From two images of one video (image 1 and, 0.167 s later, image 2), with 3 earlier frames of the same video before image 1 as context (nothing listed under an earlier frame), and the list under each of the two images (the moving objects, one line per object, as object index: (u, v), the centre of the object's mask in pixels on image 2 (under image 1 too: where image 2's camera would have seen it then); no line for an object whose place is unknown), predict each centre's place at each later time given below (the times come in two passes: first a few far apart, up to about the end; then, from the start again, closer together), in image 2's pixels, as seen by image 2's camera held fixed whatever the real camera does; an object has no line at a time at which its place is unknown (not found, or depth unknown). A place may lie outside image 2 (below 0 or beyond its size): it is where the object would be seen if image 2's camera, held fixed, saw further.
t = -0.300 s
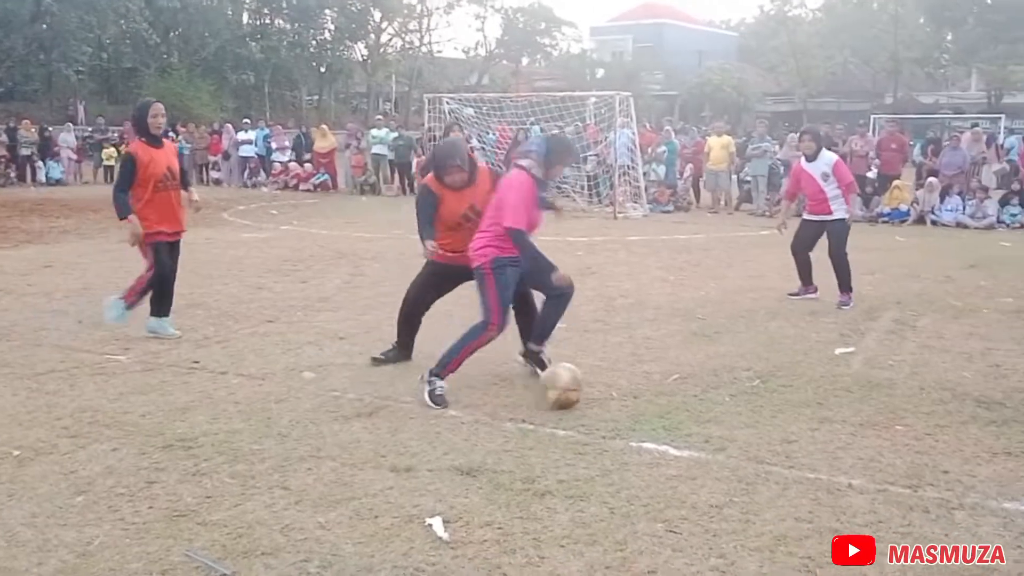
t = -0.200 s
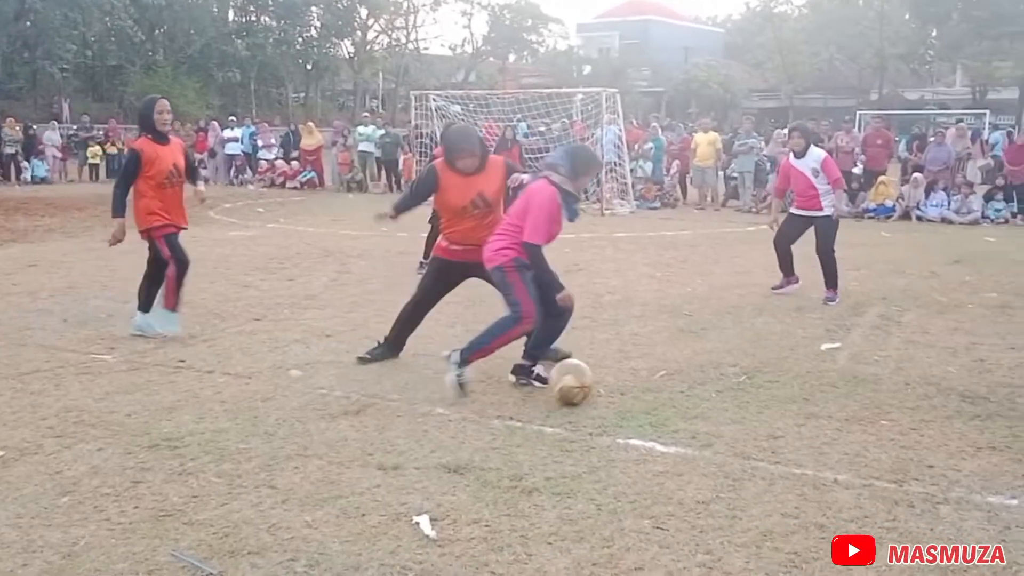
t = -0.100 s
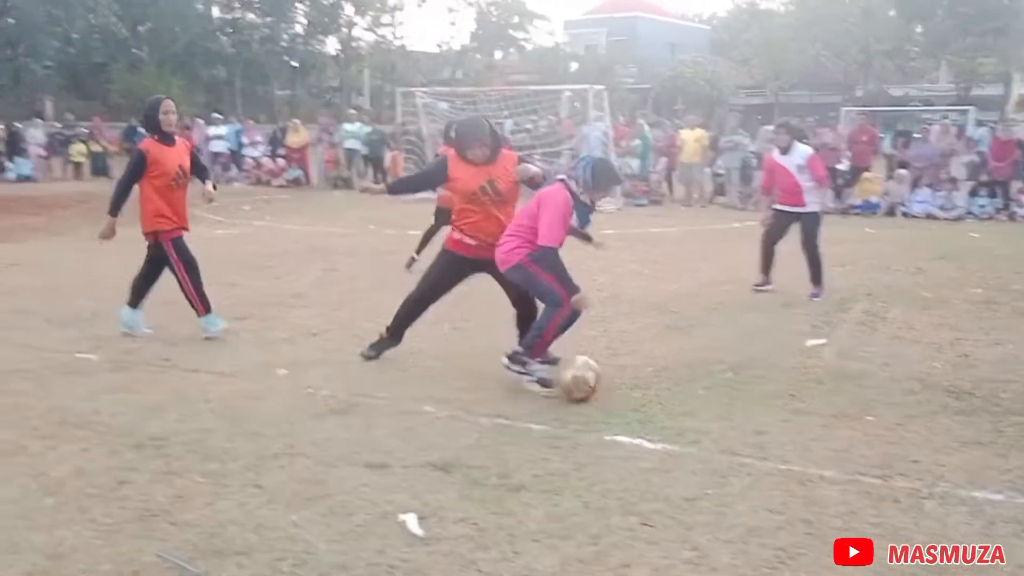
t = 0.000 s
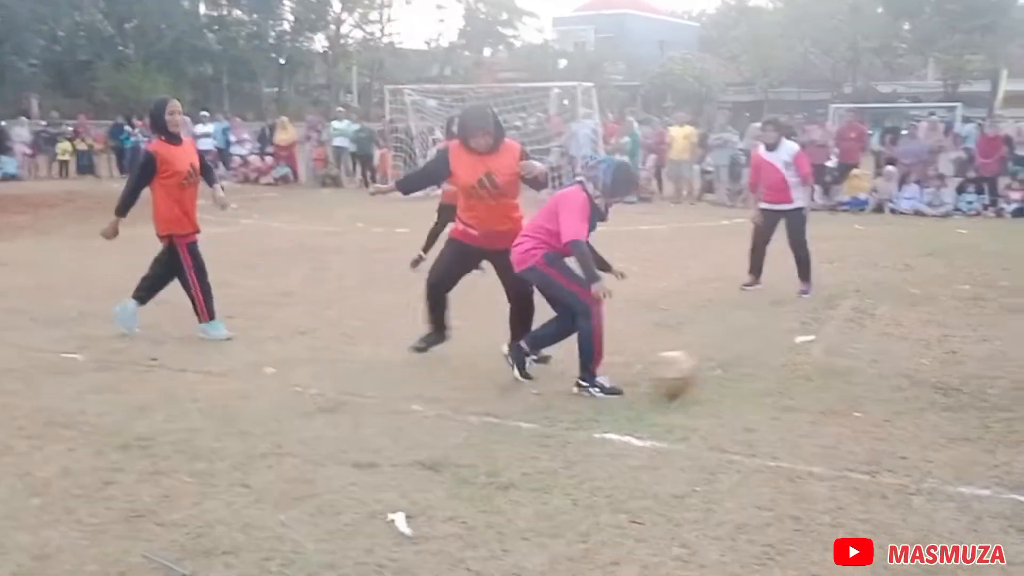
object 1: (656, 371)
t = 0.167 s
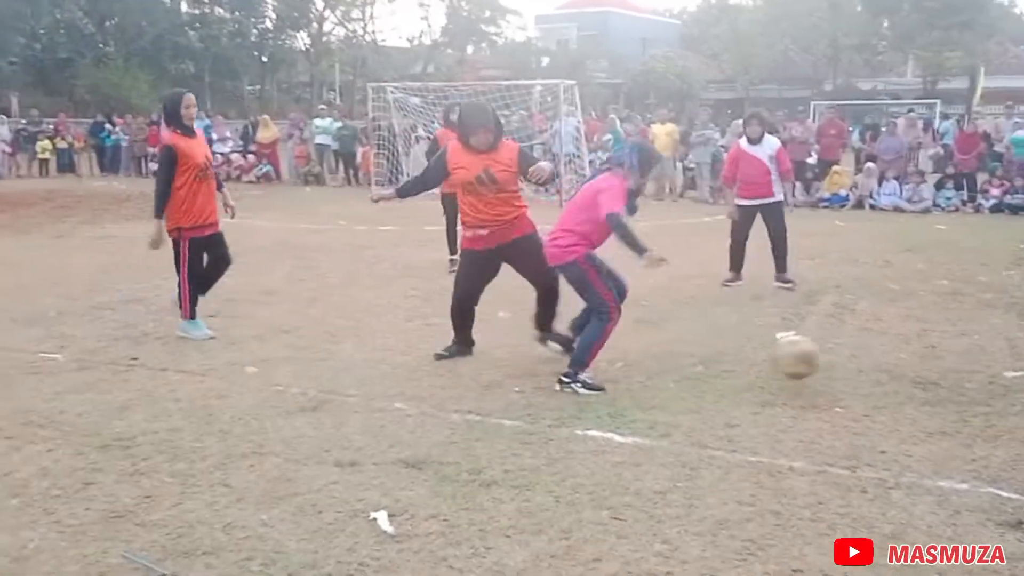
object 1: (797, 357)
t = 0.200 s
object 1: (819, 357)
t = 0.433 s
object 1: (965, 366)
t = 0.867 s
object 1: (1000, 339)
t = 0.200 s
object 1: (819, 357)
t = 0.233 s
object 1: (844, 359)
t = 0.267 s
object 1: (866, 364)
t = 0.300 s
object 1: (889, 369)
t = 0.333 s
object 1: (910, 365)
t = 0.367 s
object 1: (929, 364)
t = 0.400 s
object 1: (947, 364)
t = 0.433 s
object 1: (965, 366)
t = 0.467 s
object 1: (985, 367)
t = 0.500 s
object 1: (1004, 366)
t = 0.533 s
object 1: (1023, 366)
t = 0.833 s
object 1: (1019, 339)
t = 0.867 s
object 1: (1000, 339)
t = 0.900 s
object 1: (982, 342)
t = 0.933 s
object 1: (968, 340)
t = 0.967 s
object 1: (960, 333)
